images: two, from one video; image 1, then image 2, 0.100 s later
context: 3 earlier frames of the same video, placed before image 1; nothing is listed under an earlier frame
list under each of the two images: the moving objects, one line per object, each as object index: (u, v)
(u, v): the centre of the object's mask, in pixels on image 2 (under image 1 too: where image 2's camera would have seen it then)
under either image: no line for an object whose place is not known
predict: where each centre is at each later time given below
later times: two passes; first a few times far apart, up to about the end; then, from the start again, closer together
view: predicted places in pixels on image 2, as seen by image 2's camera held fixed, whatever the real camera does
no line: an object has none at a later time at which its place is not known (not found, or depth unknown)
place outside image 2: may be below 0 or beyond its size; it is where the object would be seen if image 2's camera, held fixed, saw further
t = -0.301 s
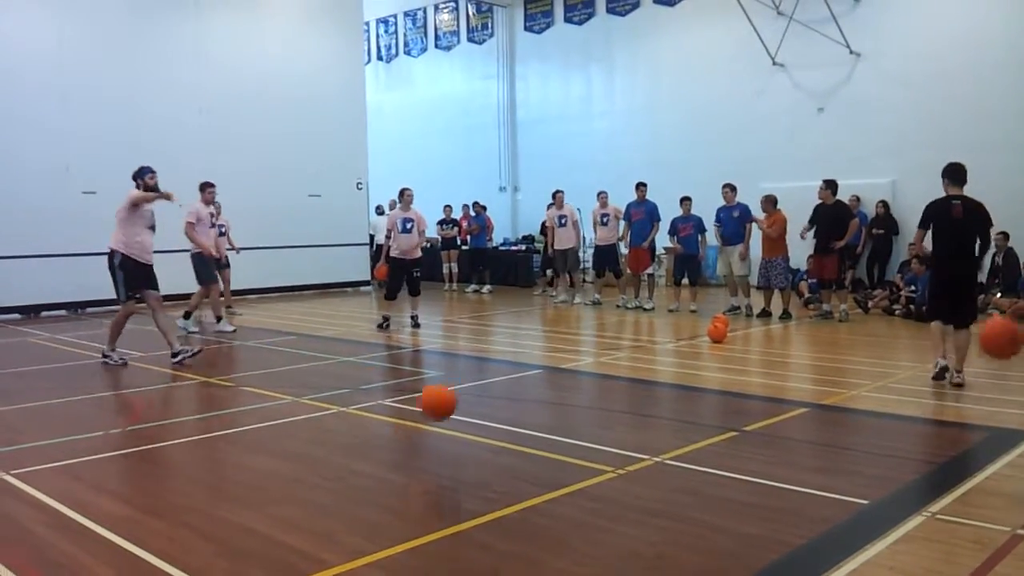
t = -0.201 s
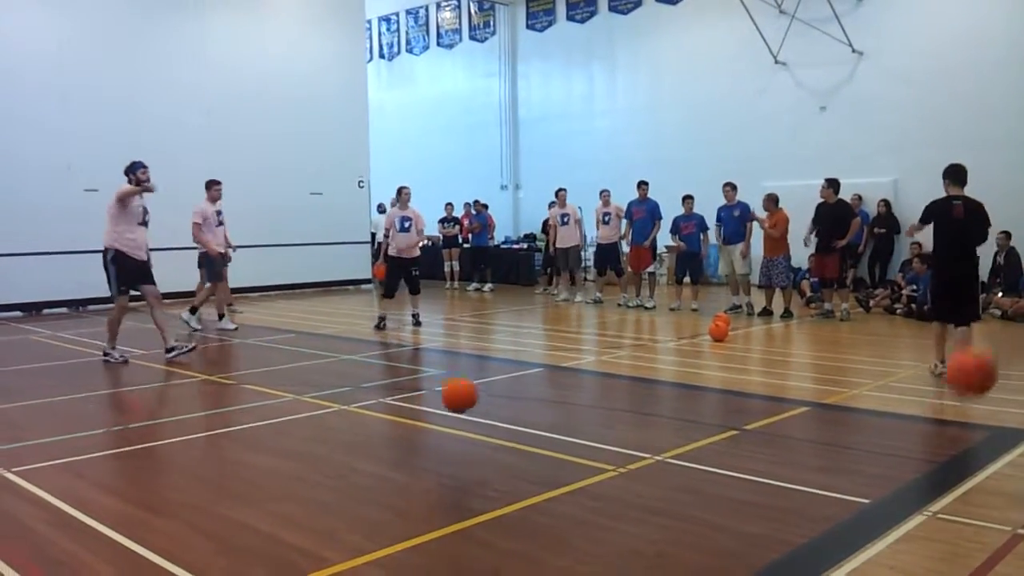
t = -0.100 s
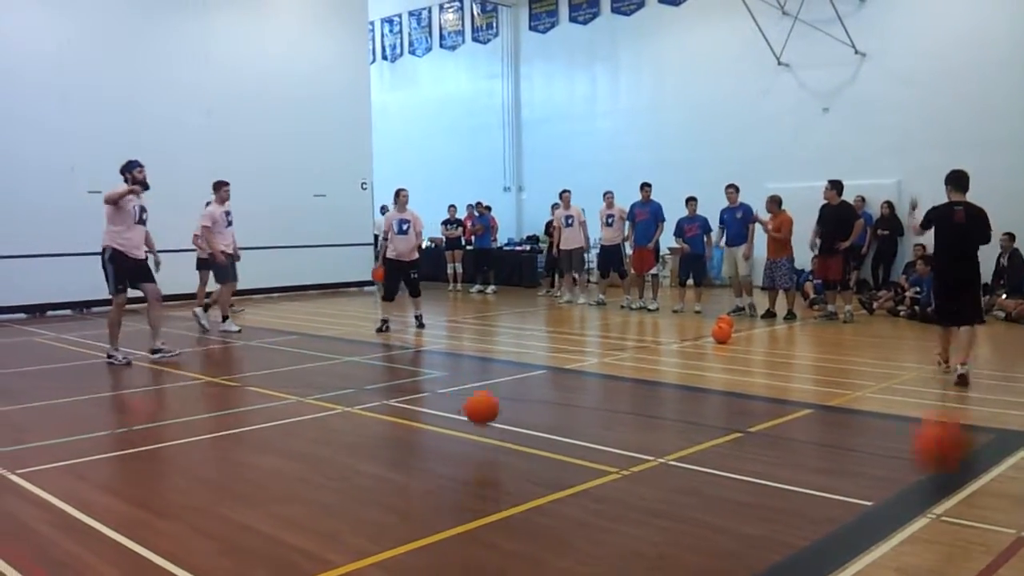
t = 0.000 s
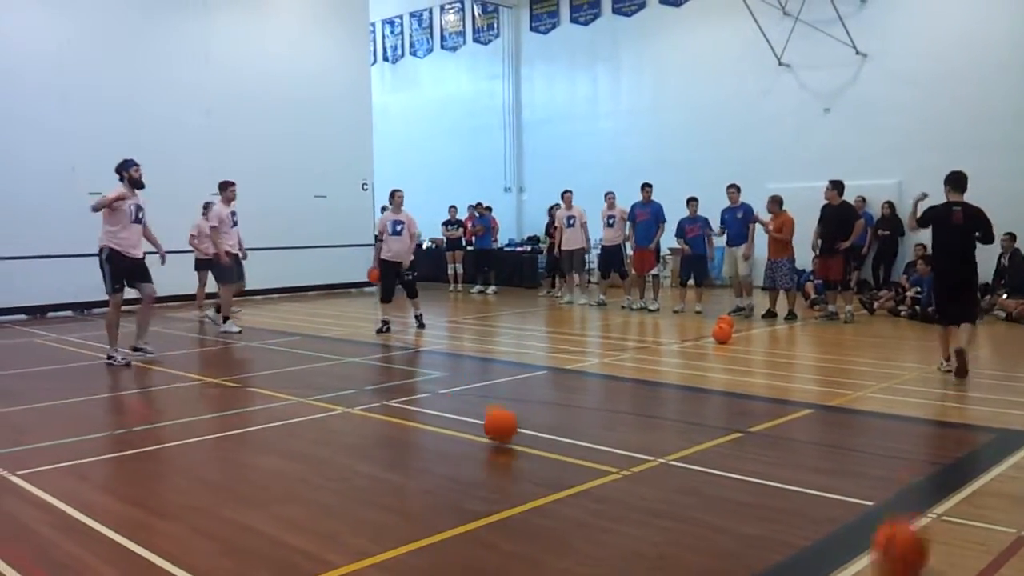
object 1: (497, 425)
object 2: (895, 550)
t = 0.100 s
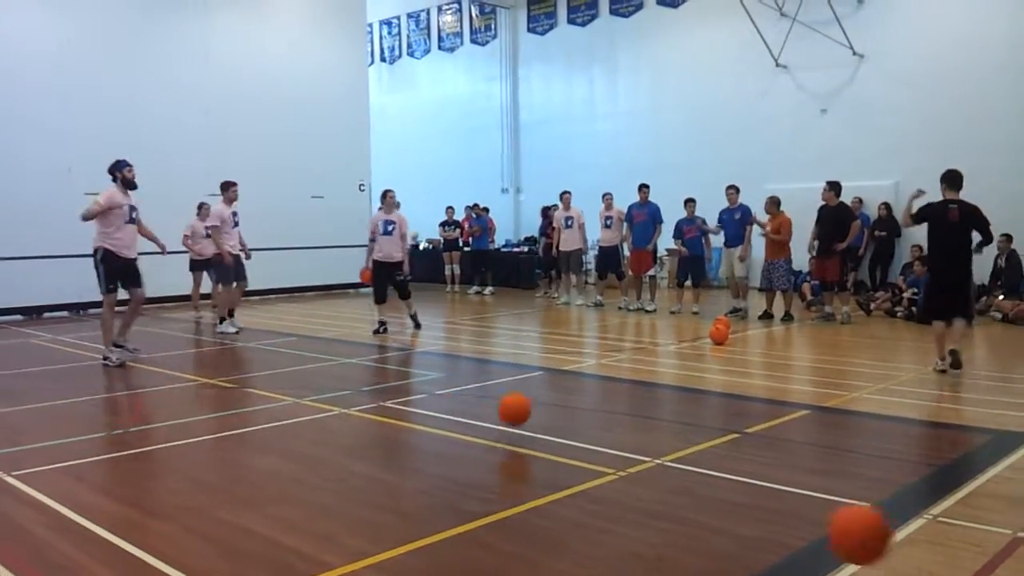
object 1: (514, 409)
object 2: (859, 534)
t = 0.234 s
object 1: (534, 410)
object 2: (800, 541)
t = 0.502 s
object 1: (574, 408)
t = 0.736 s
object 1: (604, 403)
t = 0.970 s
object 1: (632, 398)
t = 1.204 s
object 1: (657, 392)
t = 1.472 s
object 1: (684, 388)
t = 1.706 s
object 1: (705, 382)
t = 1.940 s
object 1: (724, 378)
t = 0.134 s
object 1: (518, 406)
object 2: (846, 531)
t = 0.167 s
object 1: (523, 406)
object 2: (831, 531)
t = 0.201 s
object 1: (529, 408)
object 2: (817, 535)
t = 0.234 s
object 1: (534, 410)
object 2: (800, 541)
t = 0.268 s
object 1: (538, 414)
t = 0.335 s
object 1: (551, 411)
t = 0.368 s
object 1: (555, 409)
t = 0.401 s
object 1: (561, 408)
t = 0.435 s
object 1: (565, 409)
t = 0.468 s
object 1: (570, 411)
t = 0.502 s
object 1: (574, 408)
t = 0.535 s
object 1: (578, 407)
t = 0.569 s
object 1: (583, 405)
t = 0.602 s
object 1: (587, 407)
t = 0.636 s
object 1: (592, 406)
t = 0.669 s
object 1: (596, 404)
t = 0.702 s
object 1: (600, 404)
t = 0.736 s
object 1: (604, 403)
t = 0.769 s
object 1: (609, 402)
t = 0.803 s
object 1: (613, 402)
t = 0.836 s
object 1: (617, 400)
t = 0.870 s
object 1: (620, 400)
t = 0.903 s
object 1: (624, 400)
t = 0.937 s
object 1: (628, 399)
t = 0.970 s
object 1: (632, 398)
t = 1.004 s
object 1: (637, 396)
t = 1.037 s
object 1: (639, 395)
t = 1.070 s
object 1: (642, 396)
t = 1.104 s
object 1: (648, 395)
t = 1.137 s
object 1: (650, 395)
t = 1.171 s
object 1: (653, 394)
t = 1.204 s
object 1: (657, 392)
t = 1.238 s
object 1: (659, 393)
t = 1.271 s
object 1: (665, 391)
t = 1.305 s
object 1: (666, 390)
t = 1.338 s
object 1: (670, 390)
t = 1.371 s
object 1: (675, 390)
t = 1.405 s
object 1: (678, 389)
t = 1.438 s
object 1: (681, 388)
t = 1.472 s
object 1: (684, 388)
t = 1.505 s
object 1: (687, 386)
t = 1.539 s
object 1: (691, 385)
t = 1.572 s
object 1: (693, 384)
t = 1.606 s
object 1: (696, 384)
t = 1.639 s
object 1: (699, 383)
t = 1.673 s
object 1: (702, 384)
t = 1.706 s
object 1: (705, 382)
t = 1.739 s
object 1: (708, 382)
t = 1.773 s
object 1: (711, 382)
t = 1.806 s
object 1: (713, 381)
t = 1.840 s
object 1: (716, 381)
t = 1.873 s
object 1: (719, 380)
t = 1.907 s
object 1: (721, 379)
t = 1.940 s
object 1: (724, 378)
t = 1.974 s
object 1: (727, 379)
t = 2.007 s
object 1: (730, 377)
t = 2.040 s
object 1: (732, 377)
